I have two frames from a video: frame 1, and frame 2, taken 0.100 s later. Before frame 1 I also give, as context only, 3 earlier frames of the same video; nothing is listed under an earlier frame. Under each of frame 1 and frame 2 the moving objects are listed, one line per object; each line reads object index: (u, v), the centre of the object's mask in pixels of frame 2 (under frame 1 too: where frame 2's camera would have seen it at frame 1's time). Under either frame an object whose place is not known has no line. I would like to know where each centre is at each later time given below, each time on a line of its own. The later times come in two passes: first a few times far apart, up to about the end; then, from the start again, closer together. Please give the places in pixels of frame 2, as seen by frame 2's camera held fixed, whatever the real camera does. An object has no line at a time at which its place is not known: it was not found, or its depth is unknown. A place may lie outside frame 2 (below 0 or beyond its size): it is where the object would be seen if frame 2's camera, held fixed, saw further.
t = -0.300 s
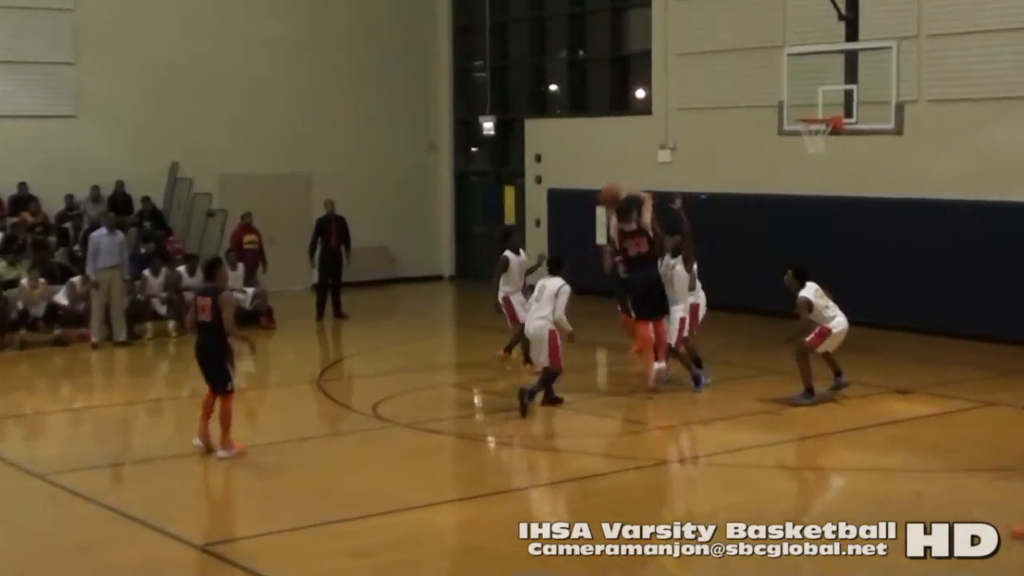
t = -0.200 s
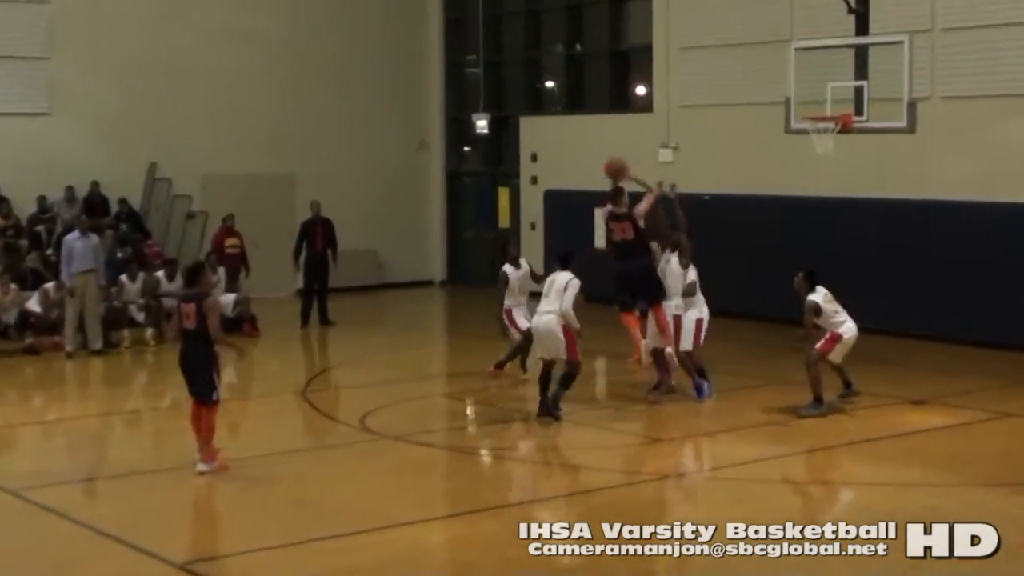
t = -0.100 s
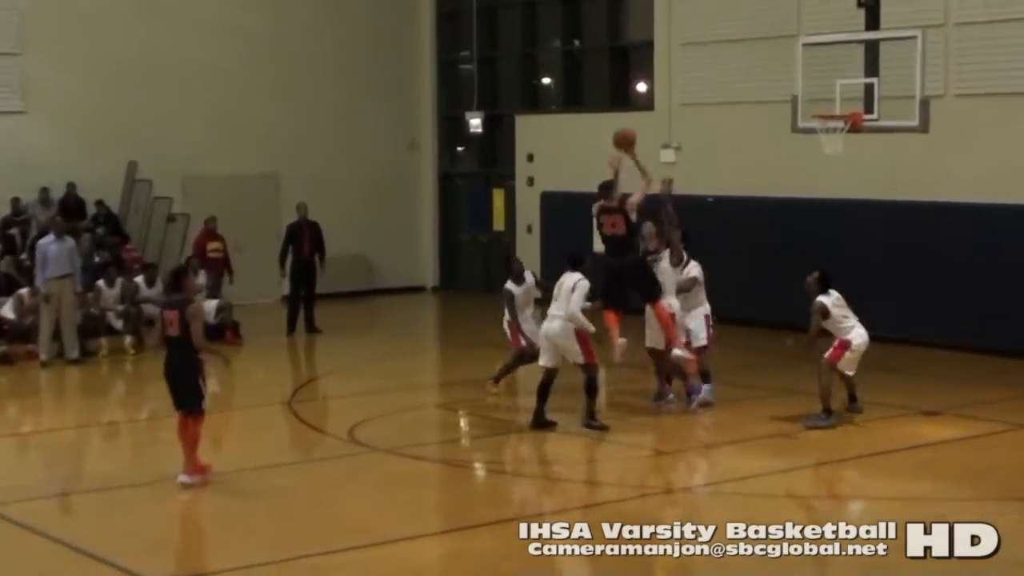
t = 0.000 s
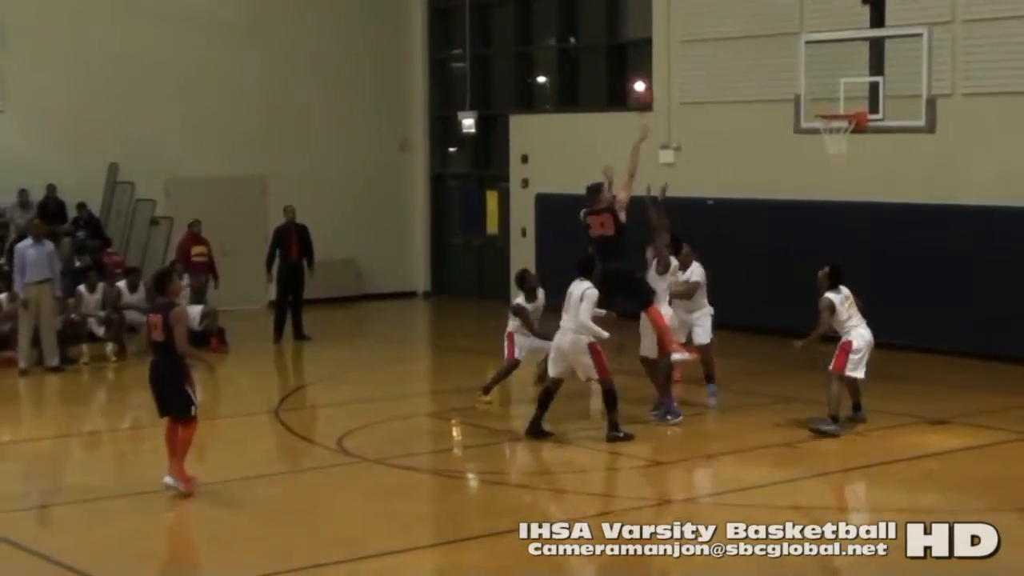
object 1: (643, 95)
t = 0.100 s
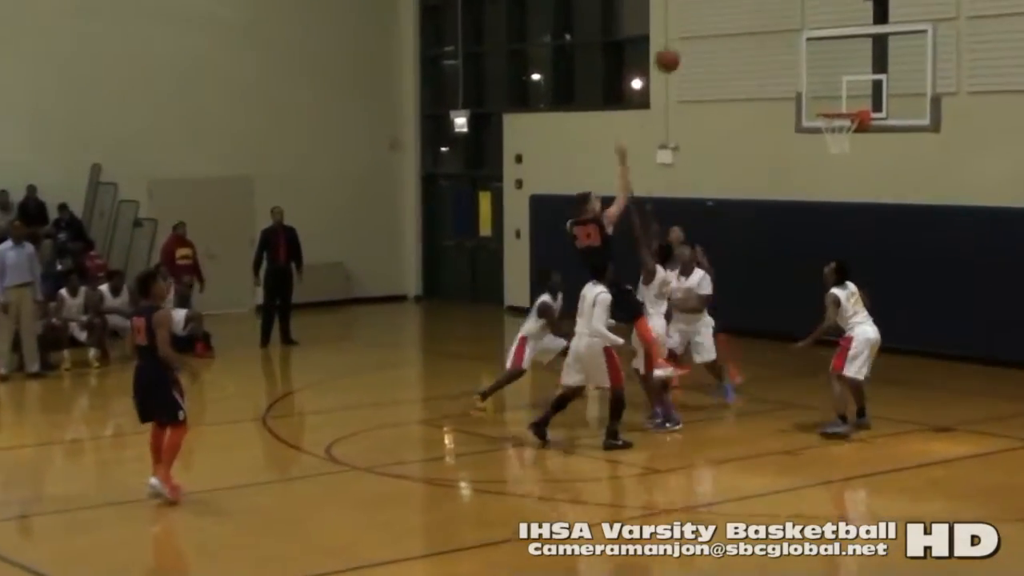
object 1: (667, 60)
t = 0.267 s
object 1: (714, 17)
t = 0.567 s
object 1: (792, 13)
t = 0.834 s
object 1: (855, 82)
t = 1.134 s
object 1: (881, 76)
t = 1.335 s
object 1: (895, 90)
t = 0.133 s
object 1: (676, 50)
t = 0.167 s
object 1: (686, 40)
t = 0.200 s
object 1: (695, 31)
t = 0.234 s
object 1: (705, 23)
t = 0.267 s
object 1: (714, 17)
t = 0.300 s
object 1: (722, 14)
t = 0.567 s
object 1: (792, 13)
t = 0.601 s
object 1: (800, 18)
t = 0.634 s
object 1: (808, 24)
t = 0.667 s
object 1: (816, 31)
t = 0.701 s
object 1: (823, 39)
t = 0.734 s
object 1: (831, 49)
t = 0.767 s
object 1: (839, 58)
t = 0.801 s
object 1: (846, 69)
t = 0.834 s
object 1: (855, 82)
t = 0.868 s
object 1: (861, 94)
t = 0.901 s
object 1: (866, 105)
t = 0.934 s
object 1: (869, 98)
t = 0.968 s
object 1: (871, 92)
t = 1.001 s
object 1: (872, 87)
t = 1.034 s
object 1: (874, 82)
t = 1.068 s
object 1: (876, 79)
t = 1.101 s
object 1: (879, 76)
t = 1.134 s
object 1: (881, 76)
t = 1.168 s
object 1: (883, 76)
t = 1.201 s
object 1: (885, 76)
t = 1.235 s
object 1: (887, 78)
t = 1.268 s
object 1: (890, 81)
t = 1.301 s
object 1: (892, 85)
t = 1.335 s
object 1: (895, 90)
